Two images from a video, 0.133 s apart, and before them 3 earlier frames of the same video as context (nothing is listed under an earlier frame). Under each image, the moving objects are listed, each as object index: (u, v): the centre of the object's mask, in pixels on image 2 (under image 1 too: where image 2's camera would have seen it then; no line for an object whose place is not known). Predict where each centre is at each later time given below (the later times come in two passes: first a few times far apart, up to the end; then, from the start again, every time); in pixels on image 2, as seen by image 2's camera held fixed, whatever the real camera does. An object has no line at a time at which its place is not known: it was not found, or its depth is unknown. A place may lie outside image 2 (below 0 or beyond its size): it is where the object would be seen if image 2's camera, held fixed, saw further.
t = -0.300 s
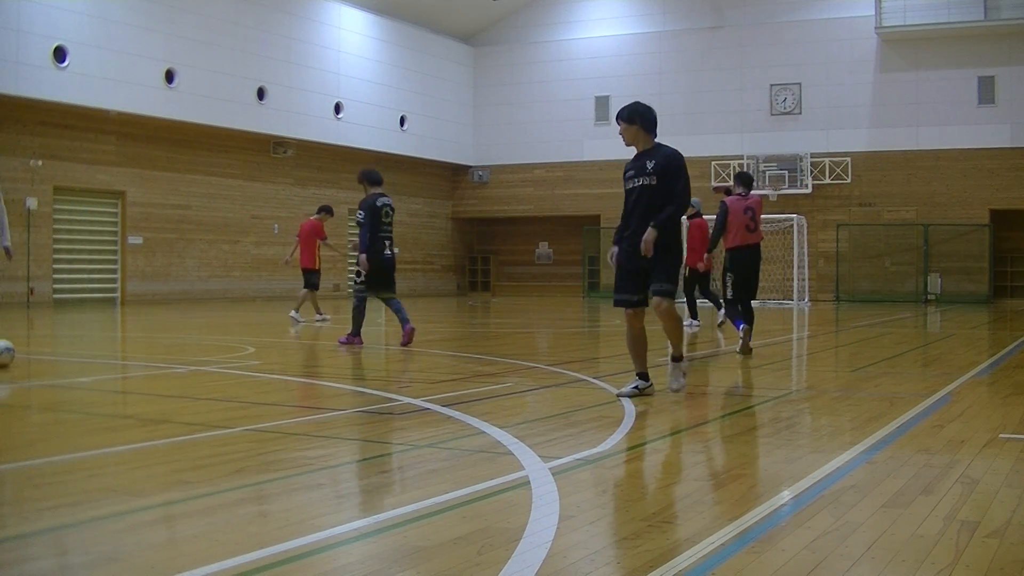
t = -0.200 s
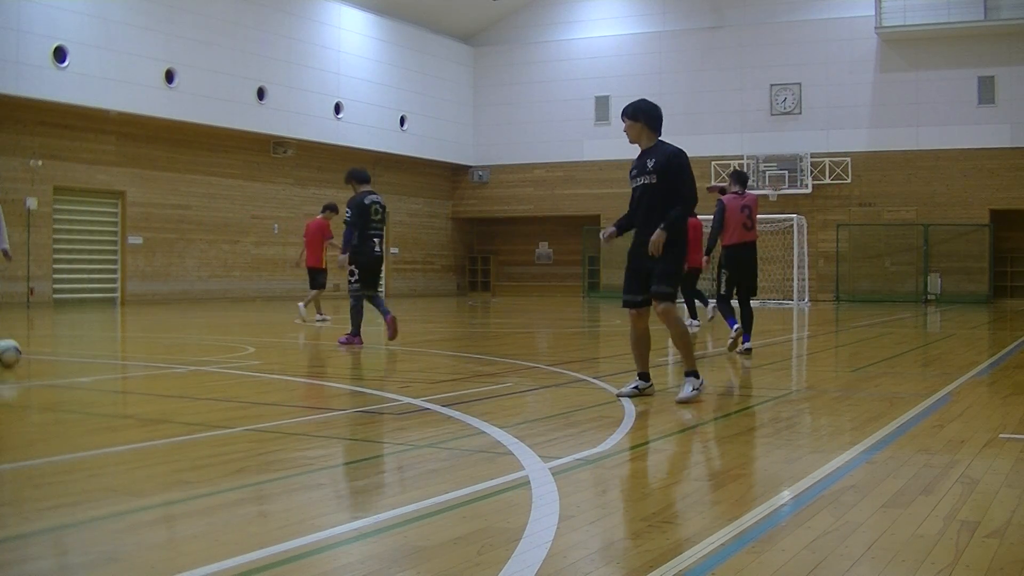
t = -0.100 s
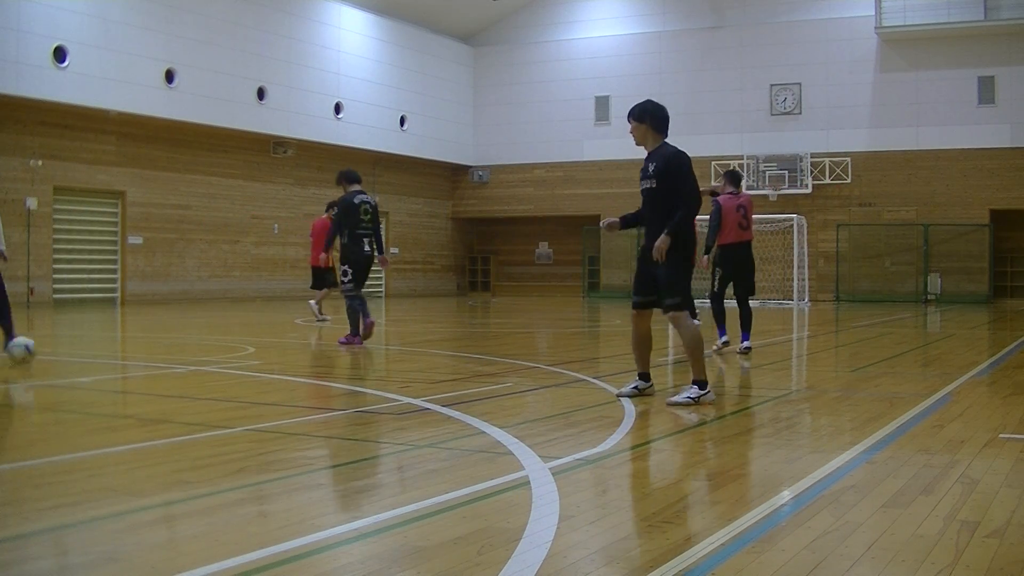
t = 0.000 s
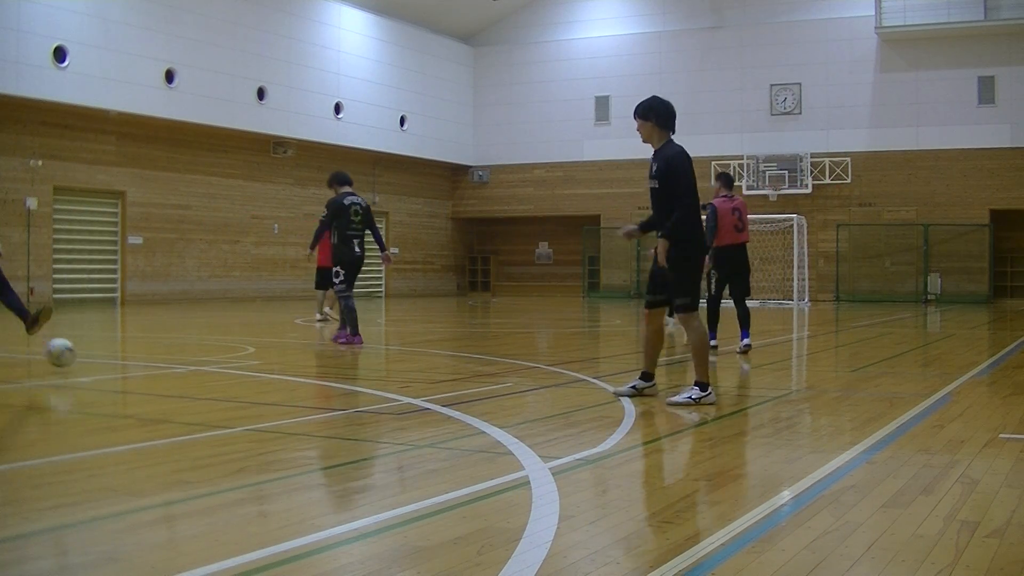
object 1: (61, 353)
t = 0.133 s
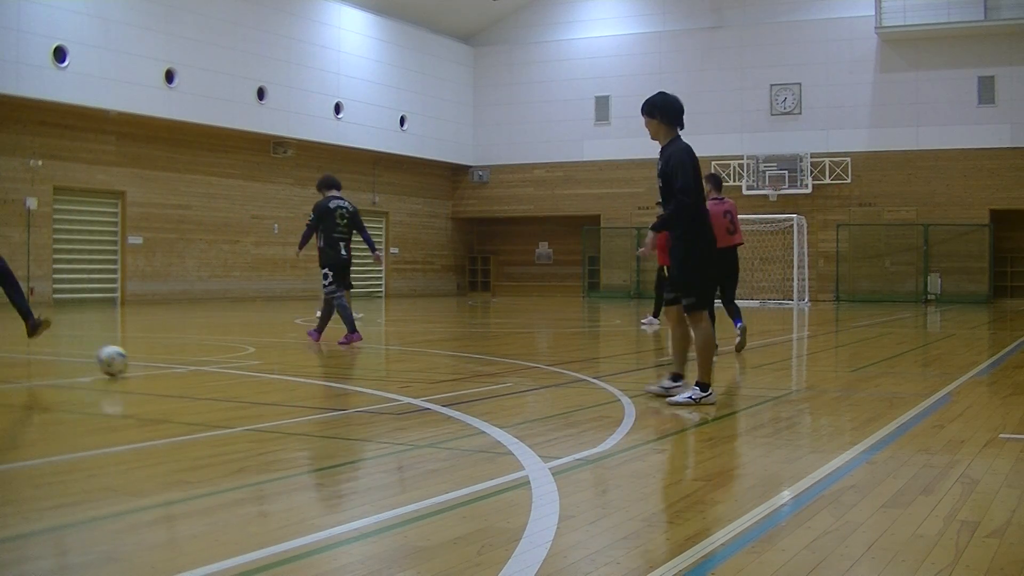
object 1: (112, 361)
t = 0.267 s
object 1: (165, 367)
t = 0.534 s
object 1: (268, 377)
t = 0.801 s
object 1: (372, 386)
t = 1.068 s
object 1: (490, 396)
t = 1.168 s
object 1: (538, 400)
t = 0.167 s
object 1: (125, 364)
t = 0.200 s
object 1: (138, 364)
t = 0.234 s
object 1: (152, 366)
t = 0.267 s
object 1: (165, 367)
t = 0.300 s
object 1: (178, 368)
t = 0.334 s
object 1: (190, 370)
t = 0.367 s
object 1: (205, 371)
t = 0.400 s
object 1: (218, 372)
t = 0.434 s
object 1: (229, 374)
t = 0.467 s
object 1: (243, 375)
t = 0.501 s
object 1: (255, 375)
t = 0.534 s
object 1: (268, 377)
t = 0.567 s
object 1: (281, 378)
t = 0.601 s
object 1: (295, 379)
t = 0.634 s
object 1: (306, 380)
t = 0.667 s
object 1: (319, 381)
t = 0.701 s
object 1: (332, 382)
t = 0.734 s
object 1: (345, 383)
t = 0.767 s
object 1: (359, 385)
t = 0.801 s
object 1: (372, 386)
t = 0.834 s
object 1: (386, 388)
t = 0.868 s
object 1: (399, 388)
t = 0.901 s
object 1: (414, 389)
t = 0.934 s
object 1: (429, 391)
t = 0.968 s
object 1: (443, 392)
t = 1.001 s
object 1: (459, 393)
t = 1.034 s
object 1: (474, 395)
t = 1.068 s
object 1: (490, 396)
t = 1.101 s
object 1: (507, 397)
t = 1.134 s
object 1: (522, 399)
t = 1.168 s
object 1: (538, 400)
